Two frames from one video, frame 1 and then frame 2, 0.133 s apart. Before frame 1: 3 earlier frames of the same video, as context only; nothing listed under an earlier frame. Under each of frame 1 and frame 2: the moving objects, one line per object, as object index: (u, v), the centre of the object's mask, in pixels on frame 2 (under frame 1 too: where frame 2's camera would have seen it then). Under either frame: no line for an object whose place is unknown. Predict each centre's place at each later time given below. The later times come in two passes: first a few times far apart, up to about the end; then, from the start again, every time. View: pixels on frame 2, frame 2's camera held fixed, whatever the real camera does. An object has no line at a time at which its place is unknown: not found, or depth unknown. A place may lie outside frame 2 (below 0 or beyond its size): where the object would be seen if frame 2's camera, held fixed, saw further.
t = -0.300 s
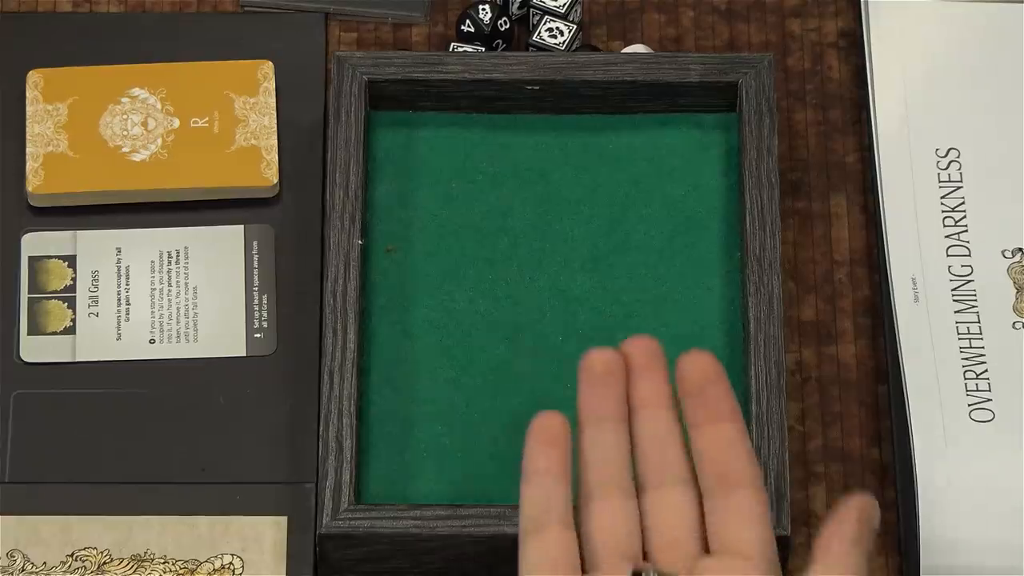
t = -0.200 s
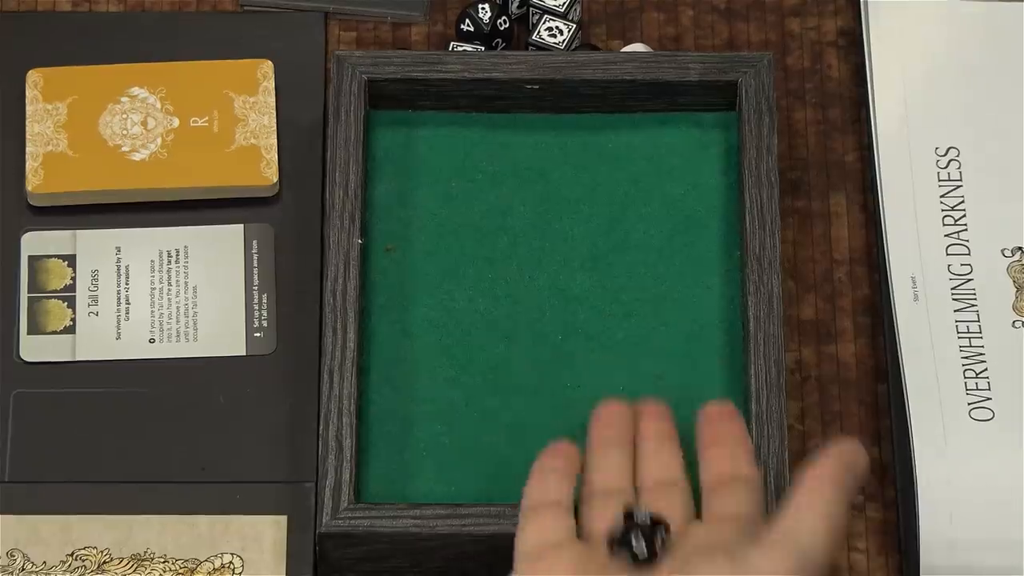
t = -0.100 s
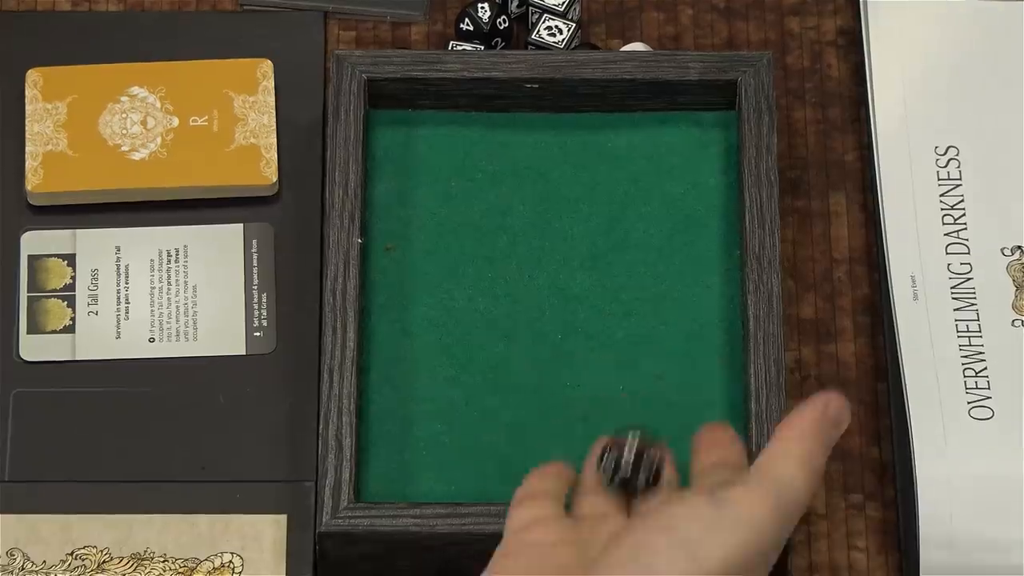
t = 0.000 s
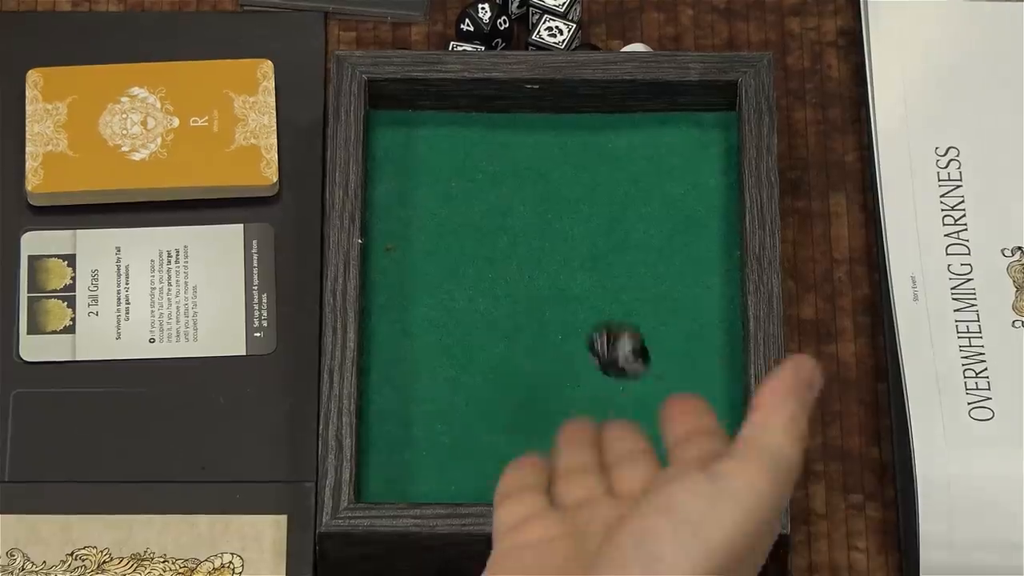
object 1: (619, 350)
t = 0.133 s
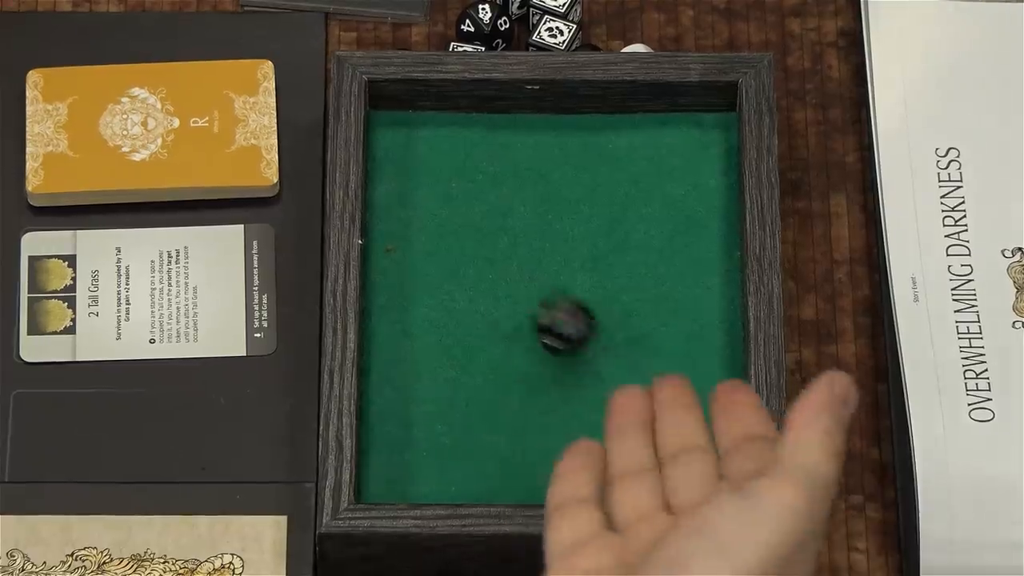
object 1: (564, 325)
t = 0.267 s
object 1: (444, 262)
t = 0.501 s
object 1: (426, 181)
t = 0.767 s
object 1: (428, 178)
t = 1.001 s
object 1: (428, 178)
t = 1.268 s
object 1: (428, 178)
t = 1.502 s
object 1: (428, 178)
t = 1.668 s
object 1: (428, 178)
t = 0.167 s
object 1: (535, 313)
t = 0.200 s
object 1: (495, 284)
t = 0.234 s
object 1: (475, 275)
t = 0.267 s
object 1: (444, 262)
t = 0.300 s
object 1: (422, 241)
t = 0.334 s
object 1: (418, 230)
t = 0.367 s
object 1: (414, 212)
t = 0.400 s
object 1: (409, 199)
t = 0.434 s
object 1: (412, 192)
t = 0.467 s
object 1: (421, 186)
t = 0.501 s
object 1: (426, 181)
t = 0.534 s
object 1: (426, 178)
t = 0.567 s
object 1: (427, 177)
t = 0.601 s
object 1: (428, 178)
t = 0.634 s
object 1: (428, 178)
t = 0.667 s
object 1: (428, 178)
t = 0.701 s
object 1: (428, 178)
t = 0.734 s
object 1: (428, 178)
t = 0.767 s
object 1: (428, 178)
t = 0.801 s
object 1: (428, 178)
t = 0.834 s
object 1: (428, 178)
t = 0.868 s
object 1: (428, 178)
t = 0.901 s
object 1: (428, 178)
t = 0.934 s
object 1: (428, 178)
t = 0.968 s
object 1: (428, 178)
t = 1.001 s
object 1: (428, 178)
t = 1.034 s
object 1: (428, 178)
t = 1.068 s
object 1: (428, 178)
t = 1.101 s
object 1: (428, 178)
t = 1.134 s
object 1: (428, 178)
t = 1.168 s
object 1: (428, 178)
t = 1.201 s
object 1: (428, 178)
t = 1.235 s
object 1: (428, 178)
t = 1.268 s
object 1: (428, 178)
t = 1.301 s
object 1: (428, 178)
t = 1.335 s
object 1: (428, 178)
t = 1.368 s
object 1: (428, 178)
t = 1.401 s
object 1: (428, 178)
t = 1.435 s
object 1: (428, 178)
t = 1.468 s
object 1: (428, 178)
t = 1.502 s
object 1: (428, 178)
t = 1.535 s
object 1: (428, 178)
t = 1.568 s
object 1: (428, 178)
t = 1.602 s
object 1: (428, 178)
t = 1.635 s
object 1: (428, 177)
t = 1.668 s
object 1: (428, 178)
